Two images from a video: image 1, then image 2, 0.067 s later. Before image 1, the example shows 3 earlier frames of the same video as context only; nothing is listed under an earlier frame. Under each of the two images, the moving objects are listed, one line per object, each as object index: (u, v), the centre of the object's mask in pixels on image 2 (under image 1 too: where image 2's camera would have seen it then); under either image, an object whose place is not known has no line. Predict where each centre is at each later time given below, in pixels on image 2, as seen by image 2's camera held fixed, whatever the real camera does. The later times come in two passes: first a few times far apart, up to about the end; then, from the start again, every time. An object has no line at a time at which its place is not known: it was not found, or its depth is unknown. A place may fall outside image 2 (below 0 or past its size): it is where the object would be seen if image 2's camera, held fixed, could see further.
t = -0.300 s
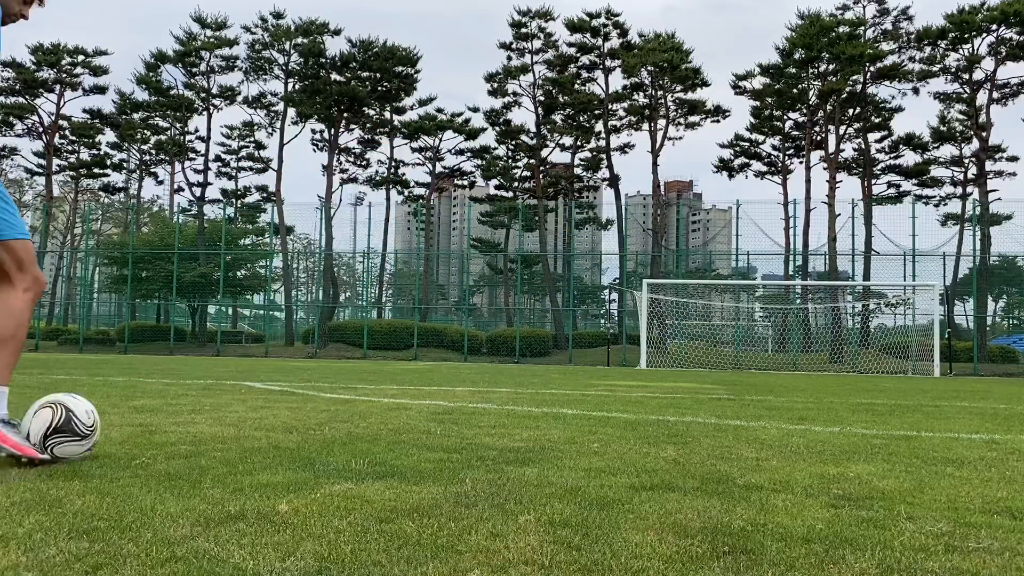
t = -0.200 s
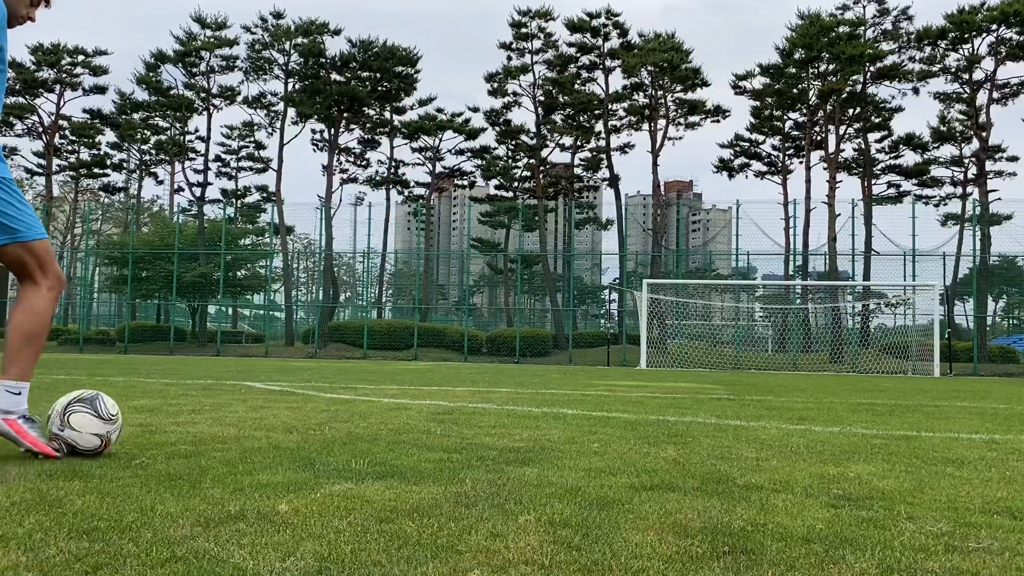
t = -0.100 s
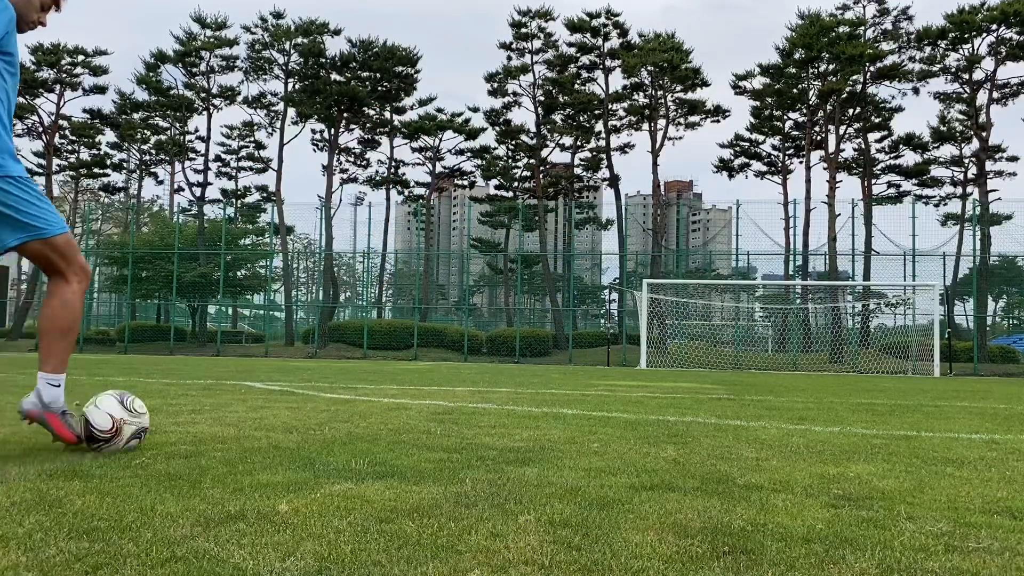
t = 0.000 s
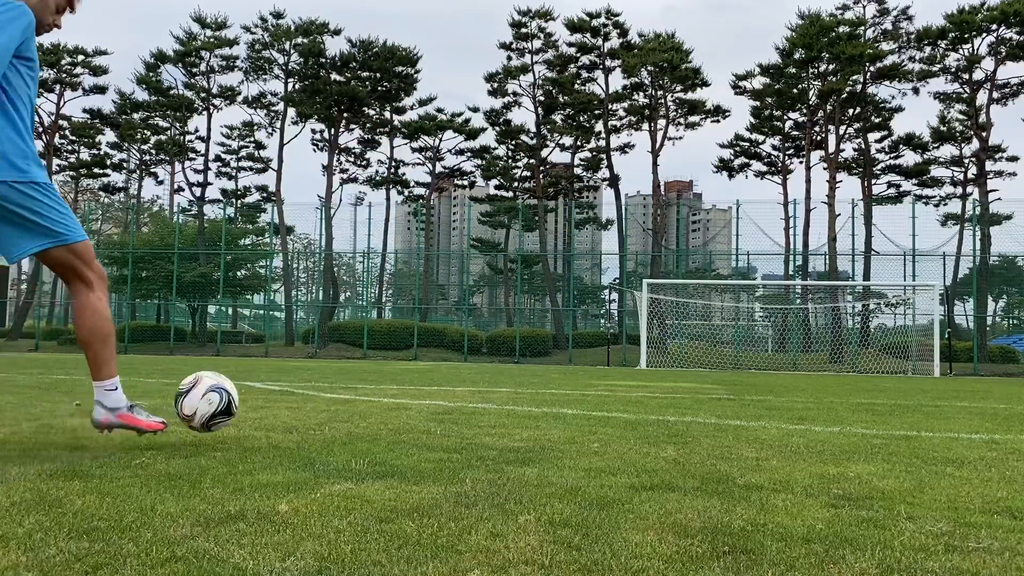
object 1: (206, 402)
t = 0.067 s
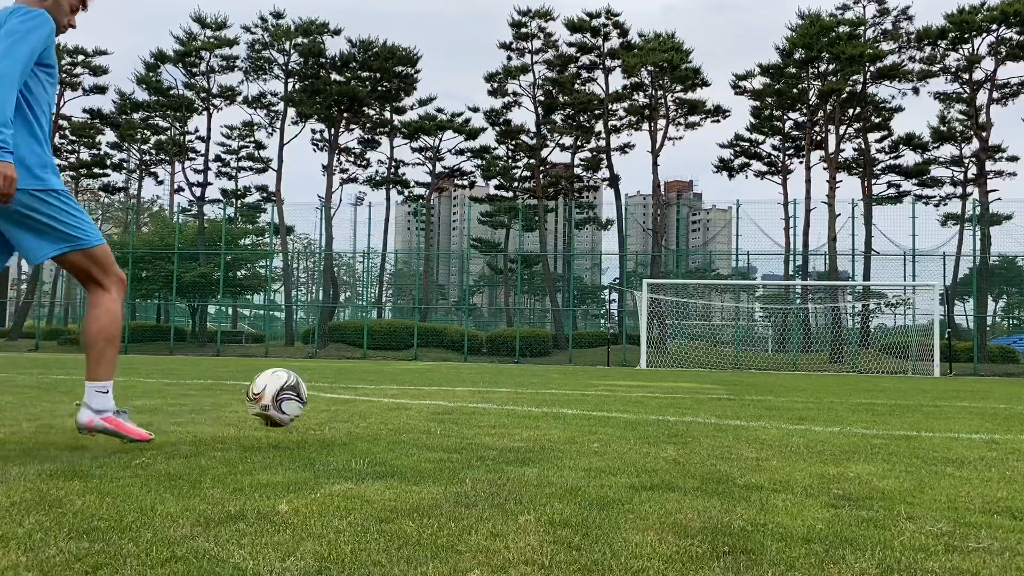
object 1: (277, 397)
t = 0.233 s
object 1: (417, 412)
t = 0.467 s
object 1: (521, 410)
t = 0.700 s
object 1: (599, 410)
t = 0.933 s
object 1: (662, 408)
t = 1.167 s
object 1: (711, 406)
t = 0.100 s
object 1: (310, 400)
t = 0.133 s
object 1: (341, 405)
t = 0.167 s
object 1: (372, 414)
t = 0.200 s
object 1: (399, 419)
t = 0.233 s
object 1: (417, 412)
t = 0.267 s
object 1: (434, 407)
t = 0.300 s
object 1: (451, 405)
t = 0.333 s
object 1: (466, 405)
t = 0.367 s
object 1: (481, 408)
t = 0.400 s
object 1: (496, 413)
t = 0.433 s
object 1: (509, 412)
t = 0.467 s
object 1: (521, 410)
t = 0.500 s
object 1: (533, 410)
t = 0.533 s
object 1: (545, 412)
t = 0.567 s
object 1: (556, 411)
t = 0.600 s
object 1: (568, 410)
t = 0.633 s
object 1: (578, 410)
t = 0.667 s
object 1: (589, 411)
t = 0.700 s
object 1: (599, 410)
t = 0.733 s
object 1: (609, 409)
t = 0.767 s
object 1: (618, 410)
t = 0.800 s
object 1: (627, 410)
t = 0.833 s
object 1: (636, 410)
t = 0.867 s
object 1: (645, 409)
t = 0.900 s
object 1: (653, 408)
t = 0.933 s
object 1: (662, 408)
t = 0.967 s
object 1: (669, 408)
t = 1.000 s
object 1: (677, 408)
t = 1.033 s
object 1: (684, 407)
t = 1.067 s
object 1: (691, 408)
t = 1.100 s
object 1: (698, 406)
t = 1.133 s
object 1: (704, 407)
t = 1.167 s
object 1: (711, 406)
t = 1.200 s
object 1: (717, 406)
